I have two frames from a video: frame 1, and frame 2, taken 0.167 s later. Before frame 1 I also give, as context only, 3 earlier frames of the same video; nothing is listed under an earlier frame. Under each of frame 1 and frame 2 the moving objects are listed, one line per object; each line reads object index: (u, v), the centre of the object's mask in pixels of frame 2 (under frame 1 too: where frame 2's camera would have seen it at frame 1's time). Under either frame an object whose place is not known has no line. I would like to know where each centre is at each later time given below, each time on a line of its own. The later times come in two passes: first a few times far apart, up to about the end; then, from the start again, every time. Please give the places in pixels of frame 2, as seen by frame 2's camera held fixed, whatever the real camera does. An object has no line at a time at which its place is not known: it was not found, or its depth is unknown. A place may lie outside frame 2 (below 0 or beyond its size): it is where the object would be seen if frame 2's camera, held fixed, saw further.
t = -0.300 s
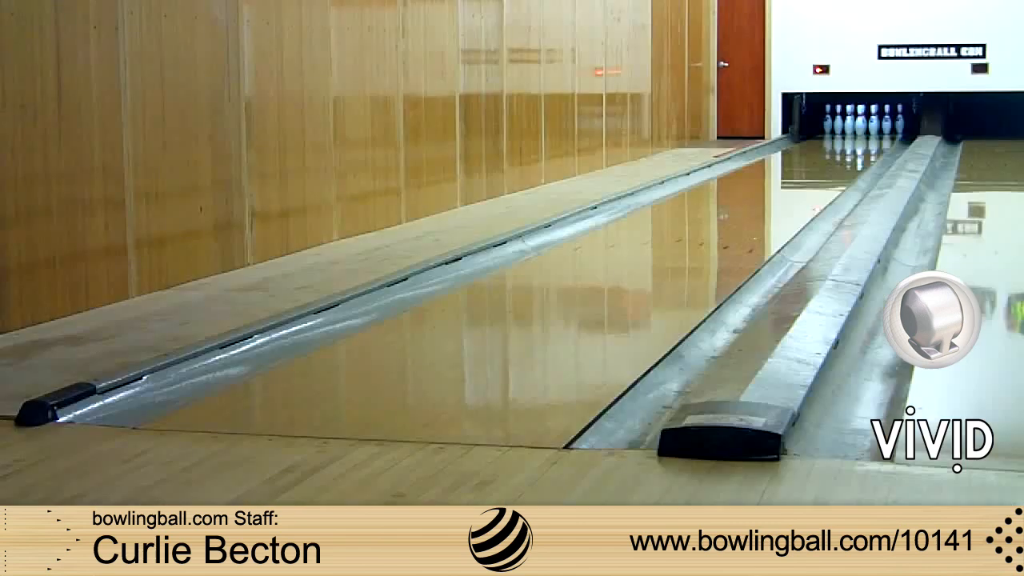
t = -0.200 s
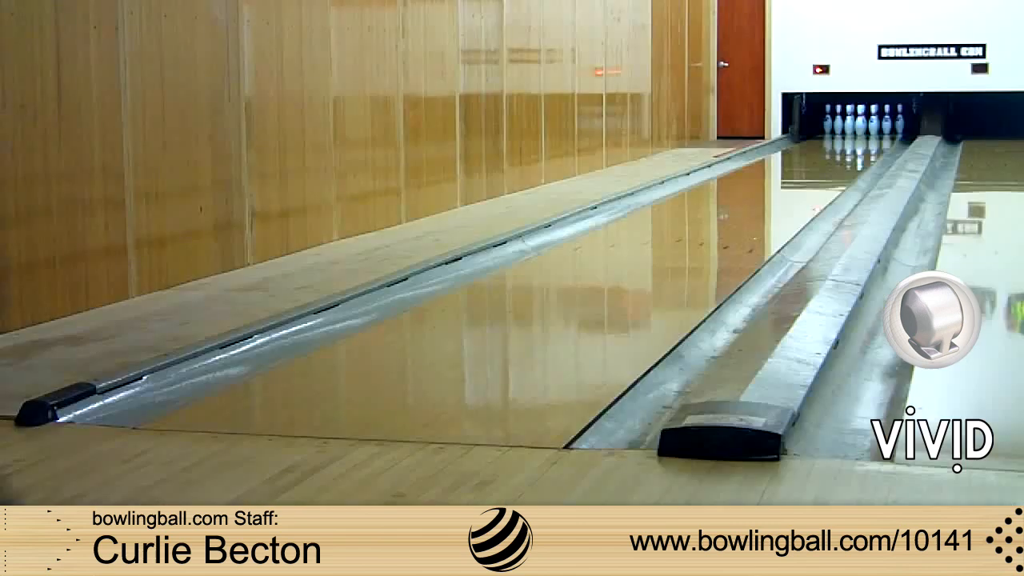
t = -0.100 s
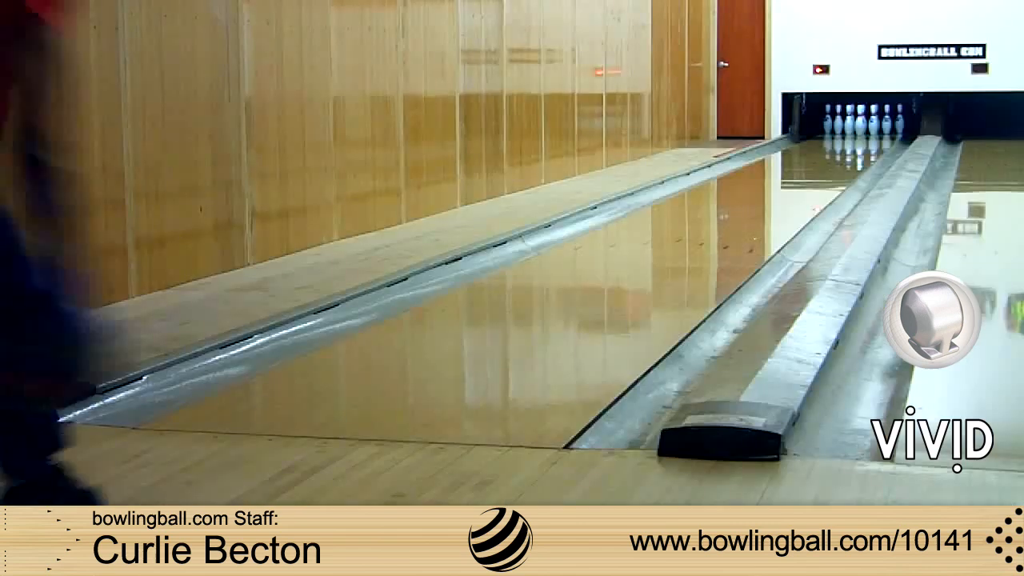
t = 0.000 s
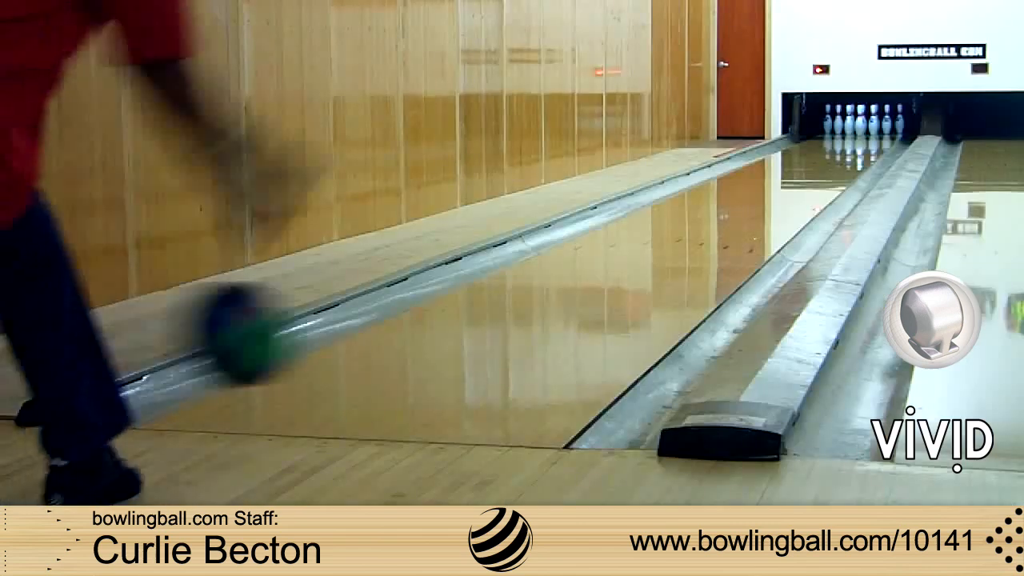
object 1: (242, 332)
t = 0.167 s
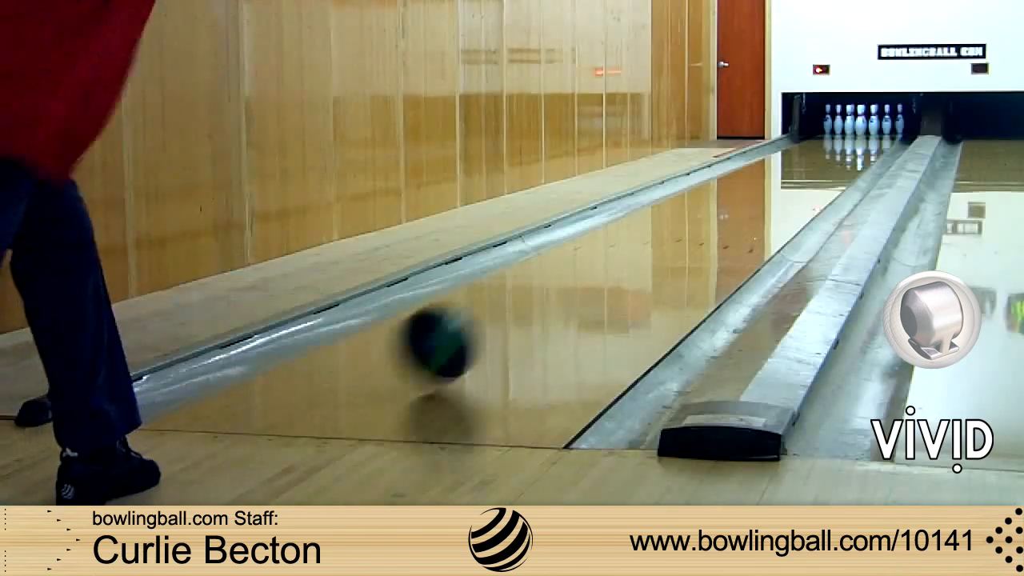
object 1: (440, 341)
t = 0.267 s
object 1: (514, 311)
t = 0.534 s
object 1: (642, 249)
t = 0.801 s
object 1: (719, 212)
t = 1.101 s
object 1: (773, 185)
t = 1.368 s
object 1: (806, 168)
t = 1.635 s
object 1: (832, 156)
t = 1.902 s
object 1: (848, 146)
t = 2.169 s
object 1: (859, 139)
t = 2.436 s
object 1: (864, 133)
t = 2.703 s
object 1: (863, 129)
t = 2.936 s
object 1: (864, 127)
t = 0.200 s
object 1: (466, 328)
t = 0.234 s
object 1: (491, 317)
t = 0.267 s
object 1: (514, 311)
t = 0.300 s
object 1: (534, 301)
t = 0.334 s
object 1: (554, 292)
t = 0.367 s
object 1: (571, 284)
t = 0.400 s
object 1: (588, 276)
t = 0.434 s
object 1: (603, 268)
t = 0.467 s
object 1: (617, 261)
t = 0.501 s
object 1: (630, 255)
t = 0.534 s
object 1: (642, 249)
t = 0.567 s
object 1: (654, 244)
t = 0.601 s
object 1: (666, 238)
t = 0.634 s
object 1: (675, 233)
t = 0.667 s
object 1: (685, 228)
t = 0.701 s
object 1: (694, 224)
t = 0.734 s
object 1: (703, 220)
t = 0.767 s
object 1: (711, 216)
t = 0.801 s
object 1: (719, 212)
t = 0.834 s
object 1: (726, 208)
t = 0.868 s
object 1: (733, 204)
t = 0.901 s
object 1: (739, 202)
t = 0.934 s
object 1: (746, 198)
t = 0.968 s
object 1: (752, 196)
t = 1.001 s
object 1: (757, 193)
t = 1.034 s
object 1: (763, 190)
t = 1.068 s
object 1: (768, 187)
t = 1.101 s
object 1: (773, 185)
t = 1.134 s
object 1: (778, 182)
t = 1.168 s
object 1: (782, 180)
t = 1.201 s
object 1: (787, 178)
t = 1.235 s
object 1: (791, 176)
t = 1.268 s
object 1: (795, 174)
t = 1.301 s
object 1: (798, 172)
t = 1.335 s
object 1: (803, 170)
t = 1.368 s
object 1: (806, 168)
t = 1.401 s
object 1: (809, 166)
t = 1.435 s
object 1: (813, 165)
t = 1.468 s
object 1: (816, 164)
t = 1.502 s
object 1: (819, 162)
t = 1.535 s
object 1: (821, 160)
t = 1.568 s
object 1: (827, 158)
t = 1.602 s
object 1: (830, 157)
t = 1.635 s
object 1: (832, 156)
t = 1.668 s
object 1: (834, 154)
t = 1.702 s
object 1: (836, 153)
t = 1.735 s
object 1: (839, 152)
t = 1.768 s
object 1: (841, 151)
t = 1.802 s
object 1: (843, 149)
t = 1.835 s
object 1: (845, 148)
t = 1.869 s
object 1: (846, 147)
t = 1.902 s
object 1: (848, 146)
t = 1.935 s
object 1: (850, 145)
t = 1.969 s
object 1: (852, 144)
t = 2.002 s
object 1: (854, 143)
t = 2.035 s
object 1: (855, 142)
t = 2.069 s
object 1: (857, 142)
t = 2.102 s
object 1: (857, 141)
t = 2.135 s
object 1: (858, 140)
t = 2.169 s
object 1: (859, 139)
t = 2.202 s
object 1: (860, 138)
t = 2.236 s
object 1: (861, 137)
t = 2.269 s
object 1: (861, 136)
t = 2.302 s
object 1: (862, 135)
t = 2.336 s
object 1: (863, 135)
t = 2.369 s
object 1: (863, 134)
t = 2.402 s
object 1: (863, 133)
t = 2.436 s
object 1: (864, 133)
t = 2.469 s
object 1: (864, 132)
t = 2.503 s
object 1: (863, 132)
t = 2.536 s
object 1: (863, 131)
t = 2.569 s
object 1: (863, 131)
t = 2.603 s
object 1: (864, 131)
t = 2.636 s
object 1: (863, 130)
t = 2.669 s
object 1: (863, 130)
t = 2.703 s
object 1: (863, 129)
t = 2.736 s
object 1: (862, 129)
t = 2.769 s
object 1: (862, 128)
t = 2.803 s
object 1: (861, 128)
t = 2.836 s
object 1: (861, 128)
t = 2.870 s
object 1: (863, 128)
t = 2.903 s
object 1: (863, 127)
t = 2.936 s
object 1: (864, 127)
